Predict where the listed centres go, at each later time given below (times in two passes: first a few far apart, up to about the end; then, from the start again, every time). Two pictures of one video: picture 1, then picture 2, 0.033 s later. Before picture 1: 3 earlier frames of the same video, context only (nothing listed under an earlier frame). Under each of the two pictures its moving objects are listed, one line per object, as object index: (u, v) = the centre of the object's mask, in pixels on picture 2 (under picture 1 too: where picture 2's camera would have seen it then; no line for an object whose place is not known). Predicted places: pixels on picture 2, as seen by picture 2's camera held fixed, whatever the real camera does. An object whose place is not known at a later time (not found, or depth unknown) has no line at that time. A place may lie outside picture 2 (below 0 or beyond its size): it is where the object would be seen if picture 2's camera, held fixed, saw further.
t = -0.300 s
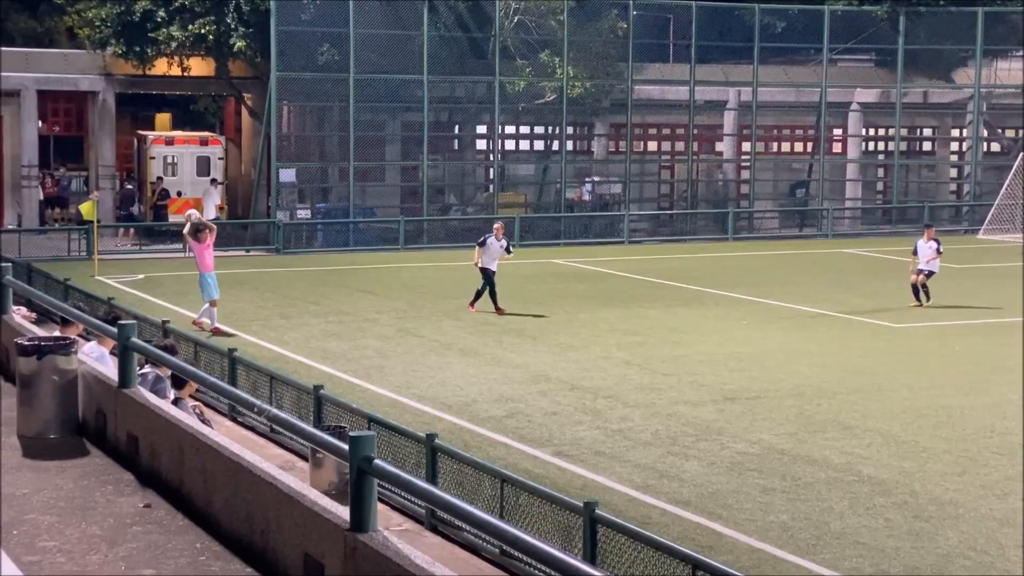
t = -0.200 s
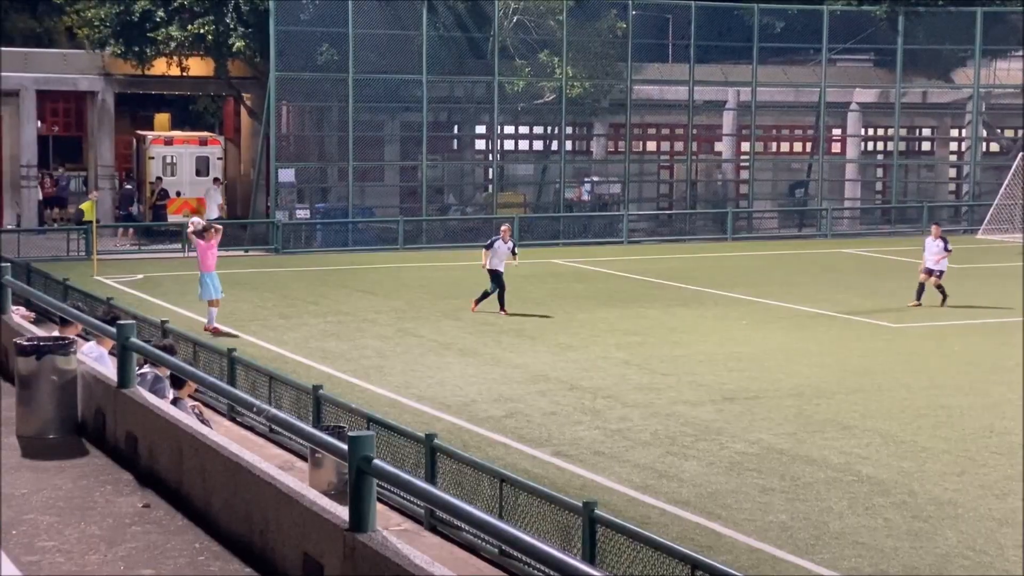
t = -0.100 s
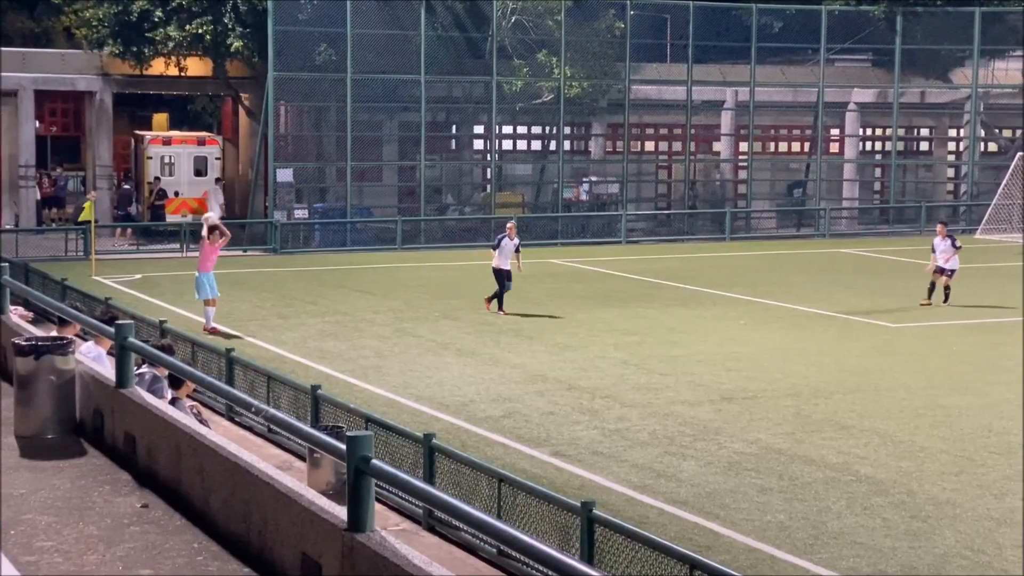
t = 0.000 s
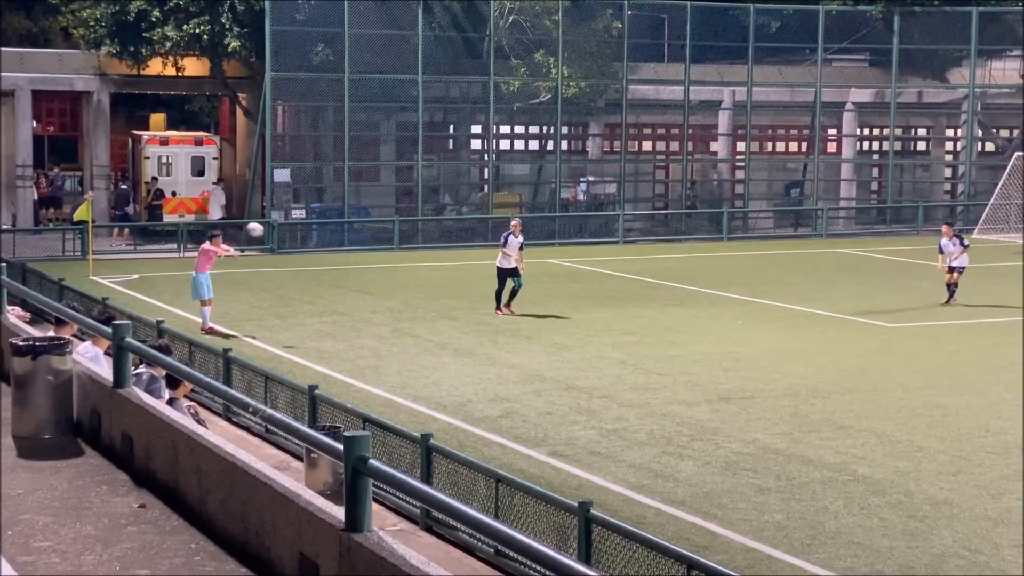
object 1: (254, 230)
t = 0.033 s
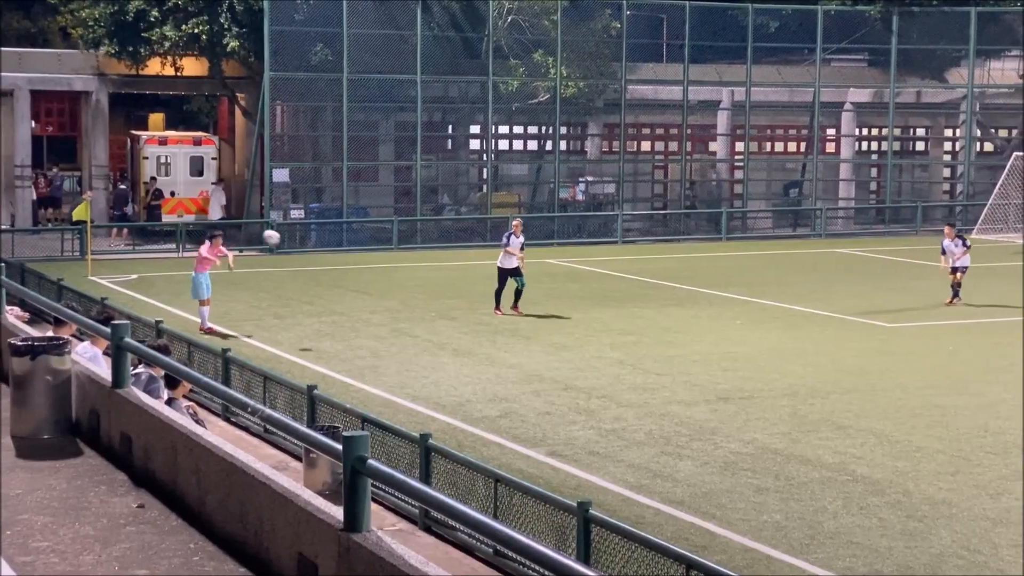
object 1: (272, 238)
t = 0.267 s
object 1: (402, 317)
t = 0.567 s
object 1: (534, 331)
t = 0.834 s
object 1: (630, 329)
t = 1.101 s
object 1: (731, 393)
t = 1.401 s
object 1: (860, 405)
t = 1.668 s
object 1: (984, 454)
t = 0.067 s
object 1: (289, 246)
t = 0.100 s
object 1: (308, 254)
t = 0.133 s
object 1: (326, 265)
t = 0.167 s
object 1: (344, 277)
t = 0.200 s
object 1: (363, 289)
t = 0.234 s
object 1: (382, 303)
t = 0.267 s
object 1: (402, 317)
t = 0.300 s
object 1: (422, 334)
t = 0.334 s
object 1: (443, 350)
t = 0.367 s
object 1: (463, 369)
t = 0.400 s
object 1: (475, 364)
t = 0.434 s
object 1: (487, 355)
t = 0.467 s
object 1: (499, 348)
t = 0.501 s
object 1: (510, 341)
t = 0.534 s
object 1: (522, 336)
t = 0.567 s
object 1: (534, 331)
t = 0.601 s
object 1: (545, 328)
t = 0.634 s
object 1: (558, 325)
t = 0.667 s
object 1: (569, 323)
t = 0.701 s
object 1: (581, 322)
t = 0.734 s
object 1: (594, 323)
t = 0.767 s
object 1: (606, 323)
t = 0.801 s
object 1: (618, 326)
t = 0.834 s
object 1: (630, 329)
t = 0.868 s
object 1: (643, 333)
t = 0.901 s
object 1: (655, 338)
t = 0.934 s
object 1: (668, 344)
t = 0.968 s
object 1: (680, 352)
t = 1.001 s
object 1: (693, 360)
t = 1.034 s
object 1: (706, 370)
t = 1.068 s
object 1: (718, 380)
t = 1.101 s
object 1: (731, 393)
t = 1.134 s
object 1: (744, 406)
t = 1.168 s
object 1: (757, 420)
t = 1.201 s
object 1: (771, 417)
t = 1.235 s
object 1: (785, 412)
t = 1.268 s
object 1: (800, 408)
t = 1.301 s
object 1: (815, 406)
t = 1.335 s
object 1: (830, 404)
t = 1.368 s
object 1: (844, 404)
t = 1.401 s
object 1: (860, 405)
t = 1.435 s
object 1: (874, 407)
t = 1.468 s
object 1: (889, 409)
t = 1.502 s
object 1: (906, 414)
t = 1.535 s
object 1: (921, 420)
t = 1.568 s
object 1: (937, 426)
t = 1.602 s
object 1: (953, 434)
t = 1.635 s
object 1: (969, 444)
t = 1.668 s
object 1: (984, 454)
